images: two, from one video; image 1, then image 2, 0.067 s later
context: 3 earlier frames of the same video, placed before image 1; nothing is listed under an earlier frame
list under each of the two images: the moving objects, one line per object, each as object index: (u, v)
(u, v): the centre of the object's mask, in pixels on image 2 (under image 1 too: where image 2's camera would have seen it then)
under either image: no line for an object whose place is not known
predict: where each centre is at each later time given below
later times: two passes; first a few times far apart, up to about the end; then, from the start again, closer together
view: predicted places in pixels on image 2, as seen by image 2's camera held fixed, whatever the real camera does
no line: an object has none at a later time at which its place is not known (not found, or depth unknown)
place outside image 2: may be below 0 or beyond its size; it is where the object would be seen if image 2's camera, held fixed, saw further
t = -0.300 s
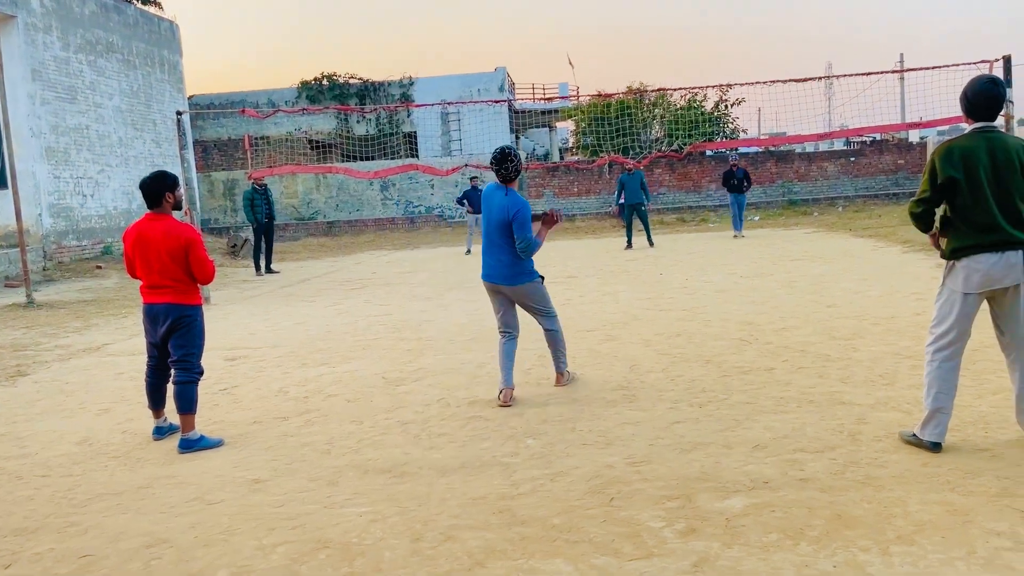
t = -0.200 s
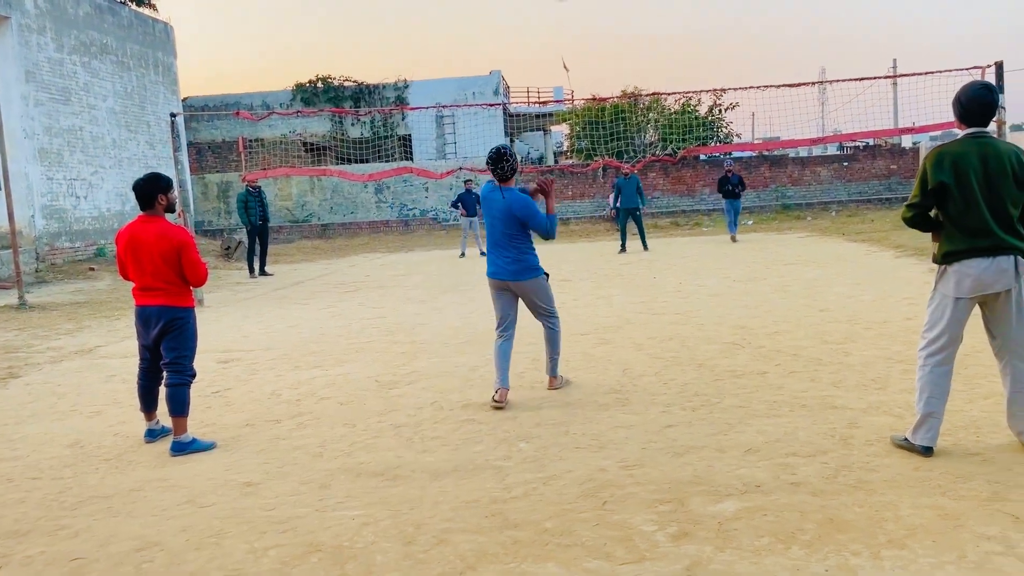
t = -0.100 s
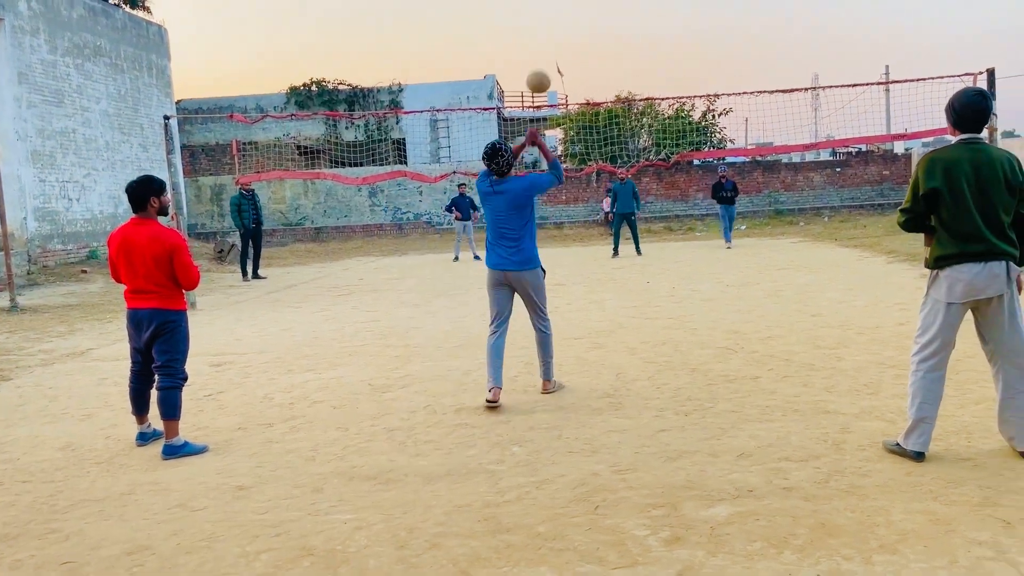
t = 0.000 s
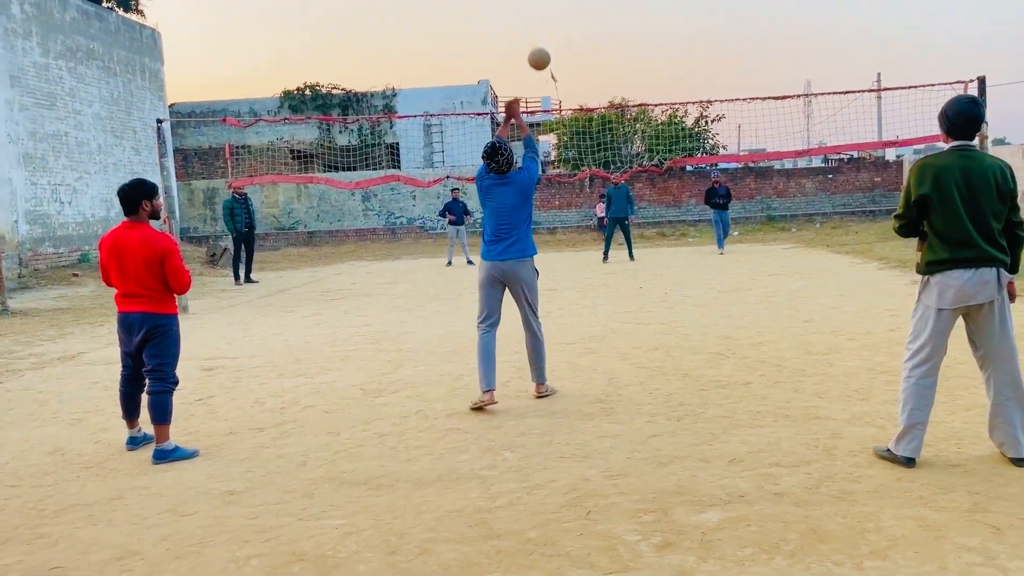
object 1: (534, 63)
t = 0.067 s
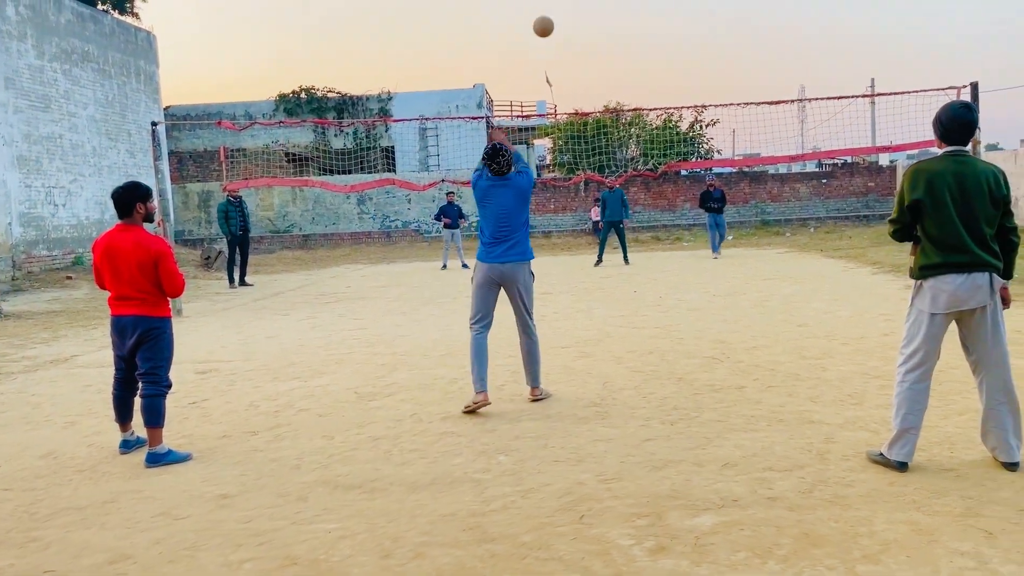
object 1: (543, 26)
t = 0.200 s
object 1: (559, -7)
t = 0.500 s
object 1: (584, -8)
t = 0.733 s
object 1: (600, 42)
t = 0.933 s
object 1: (612, 101)
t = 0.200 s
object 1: (559, -7)
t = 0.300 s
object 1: (569, -17)
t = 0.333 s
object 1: (572, -19)
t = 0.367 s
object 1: (575, -20)
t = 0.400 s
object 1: (577, -20)
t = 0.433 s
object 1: (580, -17)
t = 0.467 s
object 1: (582, -13)
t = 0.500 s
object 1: (584, -8)
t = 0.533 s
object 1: (587, -3)
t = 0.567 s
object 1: (589, 3)
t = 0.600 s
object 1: (592, 9)
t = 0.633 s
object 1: (594, 16)
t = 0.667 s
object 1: (596, 24)
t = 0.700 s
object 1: (598, 33)
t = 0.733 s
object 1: (600, 42)
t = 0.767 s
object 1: (602, 51)
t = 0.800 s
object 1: (604, 60)
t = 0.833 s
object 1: (606, 69)
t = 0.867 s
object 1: (608, 79)
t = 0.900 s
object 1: (610, 90)
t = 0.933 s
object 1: (612, 101)
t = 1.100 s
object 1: (620, 156)
